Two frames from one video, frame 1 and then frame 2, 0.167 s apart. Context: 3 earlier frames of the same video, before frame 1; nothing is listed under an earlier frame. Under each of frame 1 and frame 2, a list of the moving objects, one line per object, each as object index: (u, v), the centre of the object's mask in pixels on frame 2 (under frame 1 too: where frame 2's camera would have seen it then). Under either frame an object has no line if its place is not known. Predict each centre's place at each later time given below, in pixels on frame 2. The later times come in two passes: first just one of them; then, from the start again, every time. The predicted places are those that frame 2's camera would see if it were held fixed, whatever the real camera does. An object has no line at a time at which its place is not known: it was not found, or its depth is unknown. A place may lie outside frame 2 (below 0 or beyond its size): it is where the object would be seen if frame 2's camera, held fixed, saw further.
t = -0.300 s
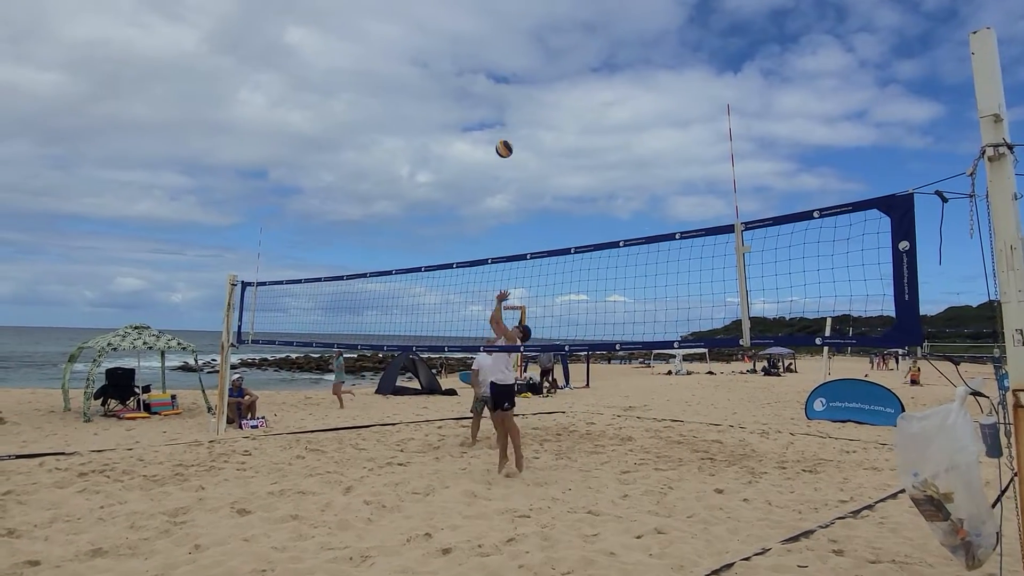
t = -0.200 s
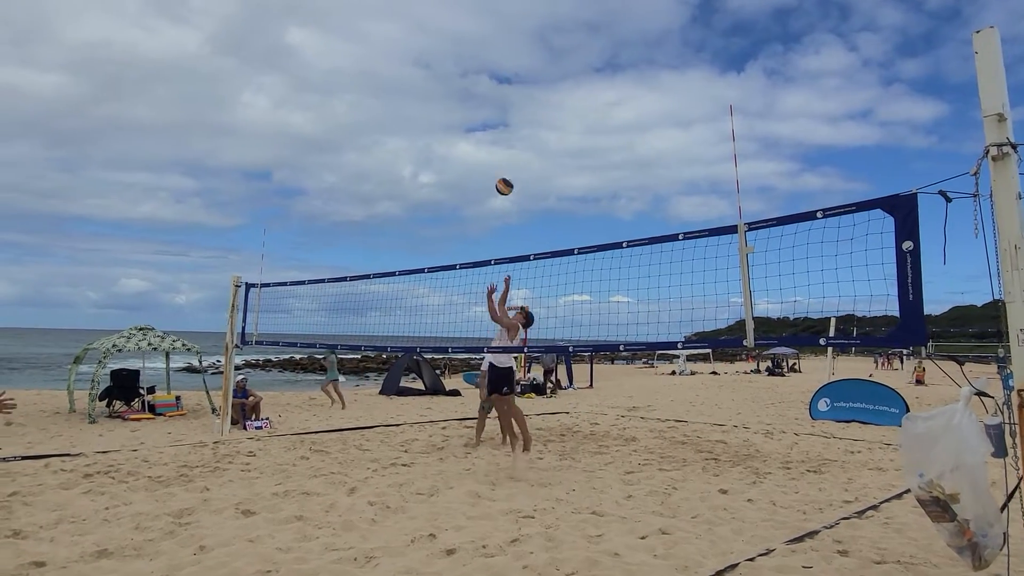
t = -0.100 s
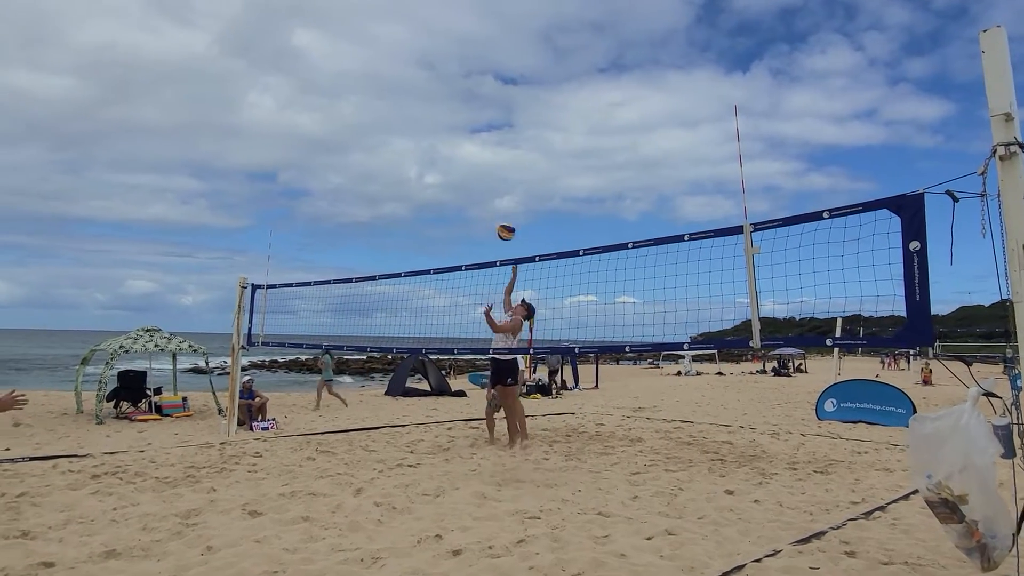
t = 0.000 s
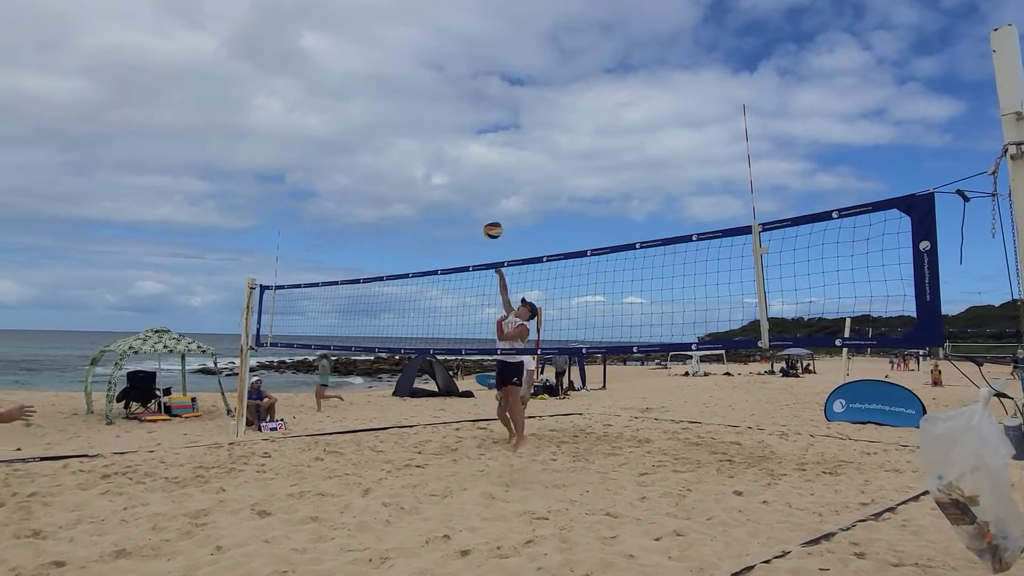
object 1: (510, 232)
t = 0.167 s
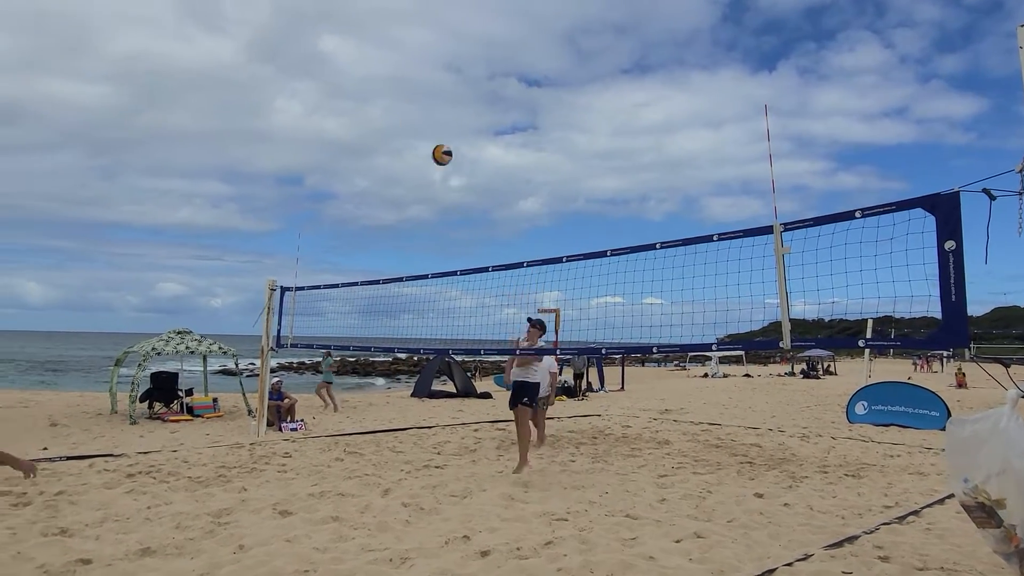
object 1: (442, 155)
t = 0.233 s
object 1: (410, 128)
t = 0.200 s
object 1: (426, 141)
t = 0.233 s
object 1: (410, 128)
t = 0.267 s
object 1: (392, 114)
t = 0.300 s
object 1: (374, 102)
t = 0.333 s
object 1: (354, 90)
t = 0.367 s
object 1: (334, 78)
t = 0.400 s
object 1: (312, 68)
